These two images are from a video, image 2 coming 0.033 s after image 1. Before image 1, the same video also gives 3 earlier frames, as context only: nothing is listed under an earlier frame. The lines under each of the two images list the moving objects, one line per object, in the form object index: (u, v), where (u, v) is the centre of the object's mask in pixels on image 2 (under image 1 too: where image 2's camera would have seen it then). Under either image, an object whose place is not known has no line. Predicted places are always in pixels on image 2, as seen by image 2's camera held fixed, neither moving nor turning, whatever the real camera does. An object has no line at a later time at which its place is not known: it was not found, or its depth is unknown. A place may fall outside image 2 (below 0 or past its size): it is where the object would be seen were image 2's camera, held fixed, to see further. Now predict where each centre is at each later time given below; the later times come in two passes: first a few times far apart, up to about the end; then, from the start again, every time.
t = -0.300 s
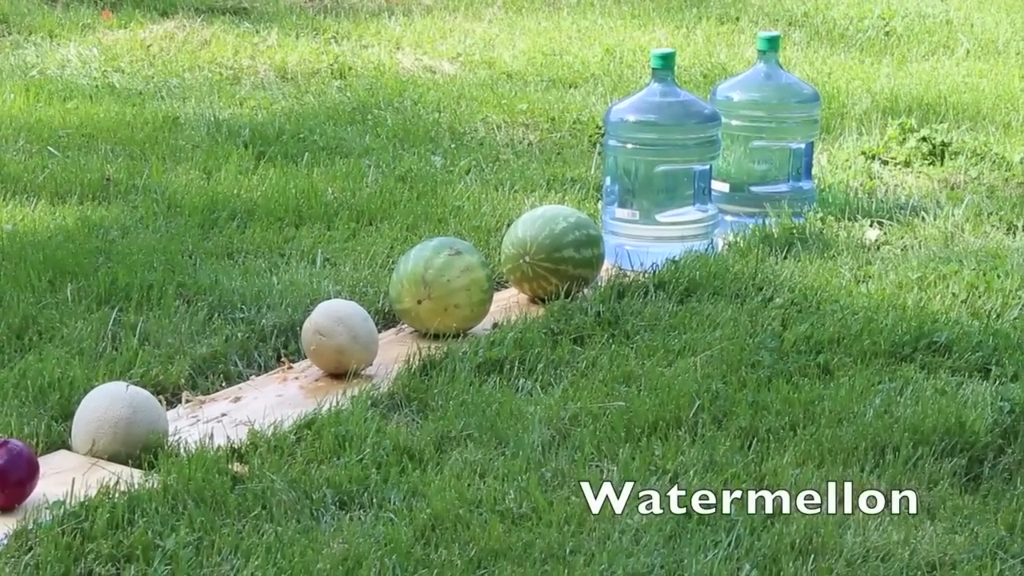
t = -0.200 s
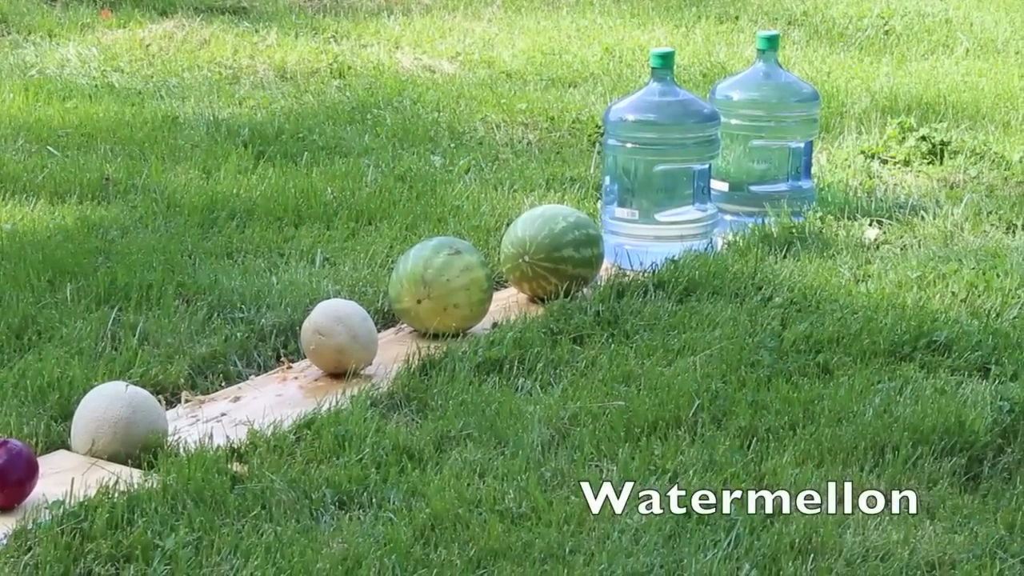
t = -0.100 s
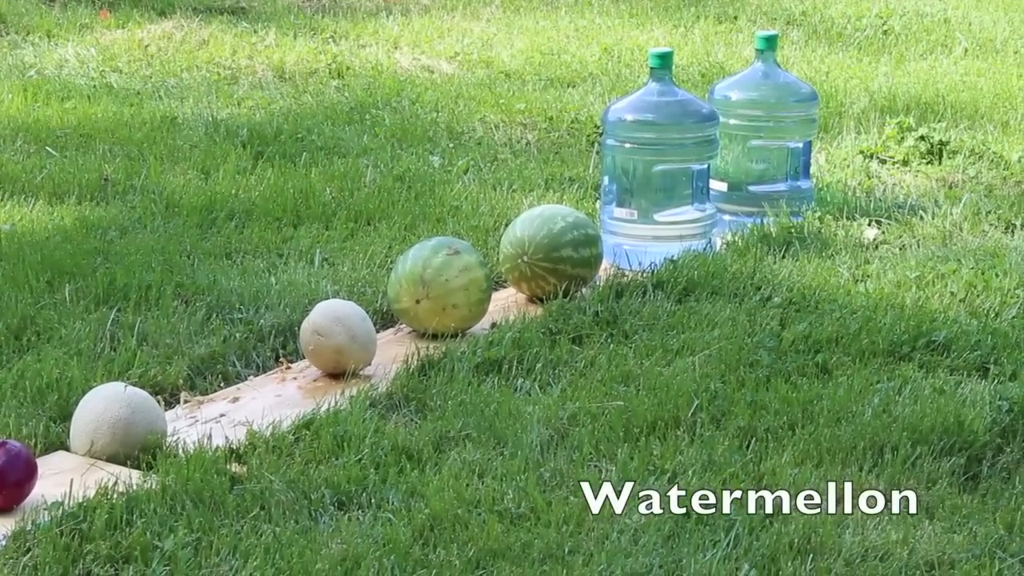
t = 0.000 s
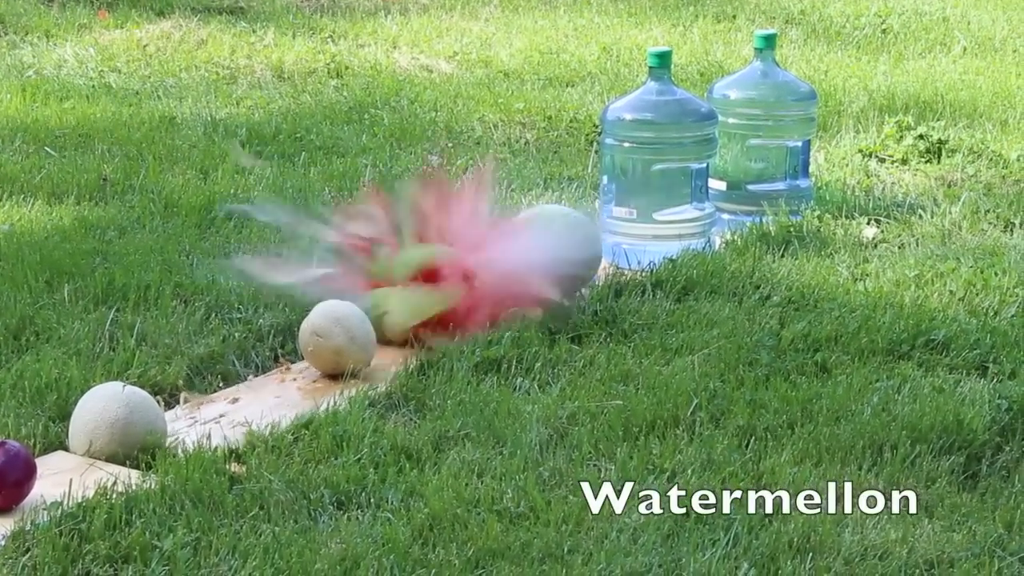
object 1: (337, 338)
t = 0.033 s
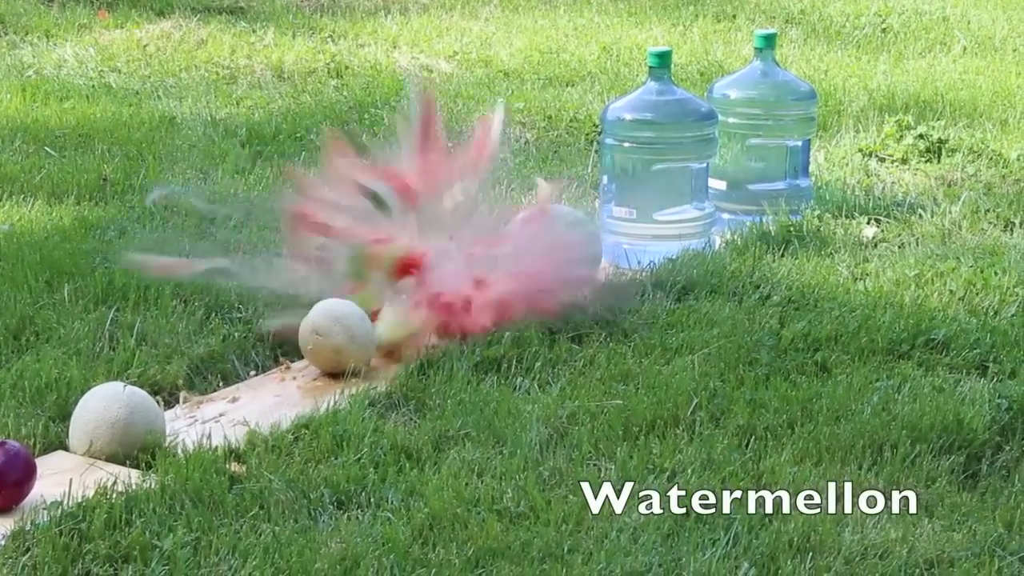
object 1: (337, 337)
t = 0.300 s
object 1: (306, 340)
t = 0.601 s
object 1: (281, 346)
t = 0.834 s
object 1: (273, 345)
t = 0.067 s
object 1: (335, 336)
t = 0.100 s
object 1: (329, 338)
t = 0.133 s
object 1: (325, 343)
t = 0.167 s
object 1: (326, 341)
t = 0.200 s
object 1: (315, 340)
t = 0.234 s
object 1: (314, 339)
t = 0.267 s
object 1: (310, 340)
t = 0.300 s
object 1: (306, 340)
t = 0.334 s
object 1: (302, 341)
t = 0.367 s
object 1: (298, 341)
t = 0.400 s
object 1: (294, 342)
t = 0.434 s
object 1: (291, 343)
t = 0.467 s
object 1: (287, 344)
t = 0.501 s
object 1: (285, 345)
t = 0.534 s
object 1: (284, 346)
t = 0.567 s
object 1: (283, 346)
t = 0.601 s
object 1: (281, 346)
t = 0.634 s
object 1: (280, 346)
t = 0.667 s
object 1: (279, 346)
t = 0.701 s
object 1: (278, 346)
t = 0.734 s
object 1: (277, 346)
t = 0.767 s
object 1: (276, 346)
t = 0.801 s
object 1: (275, 346)
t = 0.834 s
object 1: (273, 345)
